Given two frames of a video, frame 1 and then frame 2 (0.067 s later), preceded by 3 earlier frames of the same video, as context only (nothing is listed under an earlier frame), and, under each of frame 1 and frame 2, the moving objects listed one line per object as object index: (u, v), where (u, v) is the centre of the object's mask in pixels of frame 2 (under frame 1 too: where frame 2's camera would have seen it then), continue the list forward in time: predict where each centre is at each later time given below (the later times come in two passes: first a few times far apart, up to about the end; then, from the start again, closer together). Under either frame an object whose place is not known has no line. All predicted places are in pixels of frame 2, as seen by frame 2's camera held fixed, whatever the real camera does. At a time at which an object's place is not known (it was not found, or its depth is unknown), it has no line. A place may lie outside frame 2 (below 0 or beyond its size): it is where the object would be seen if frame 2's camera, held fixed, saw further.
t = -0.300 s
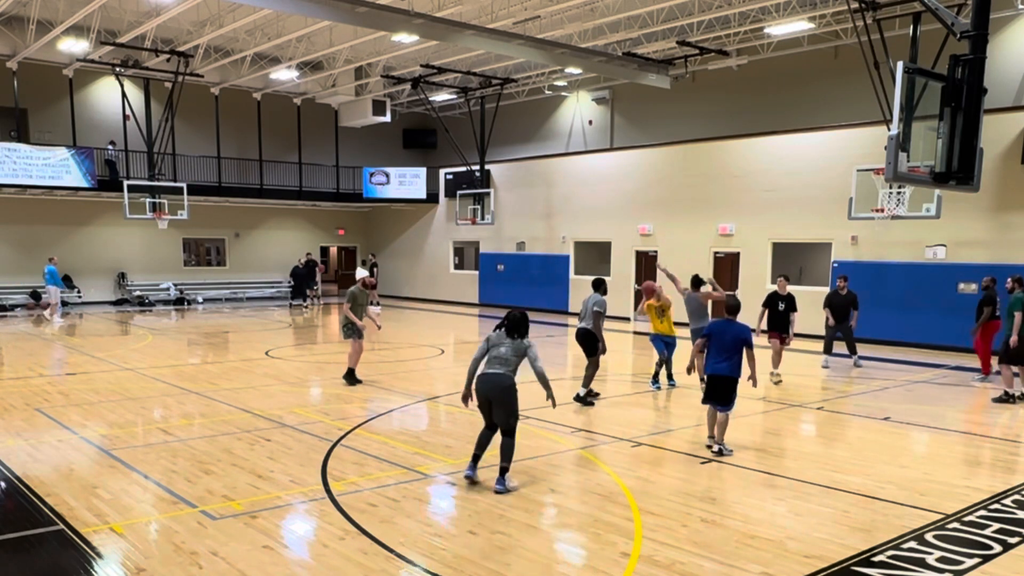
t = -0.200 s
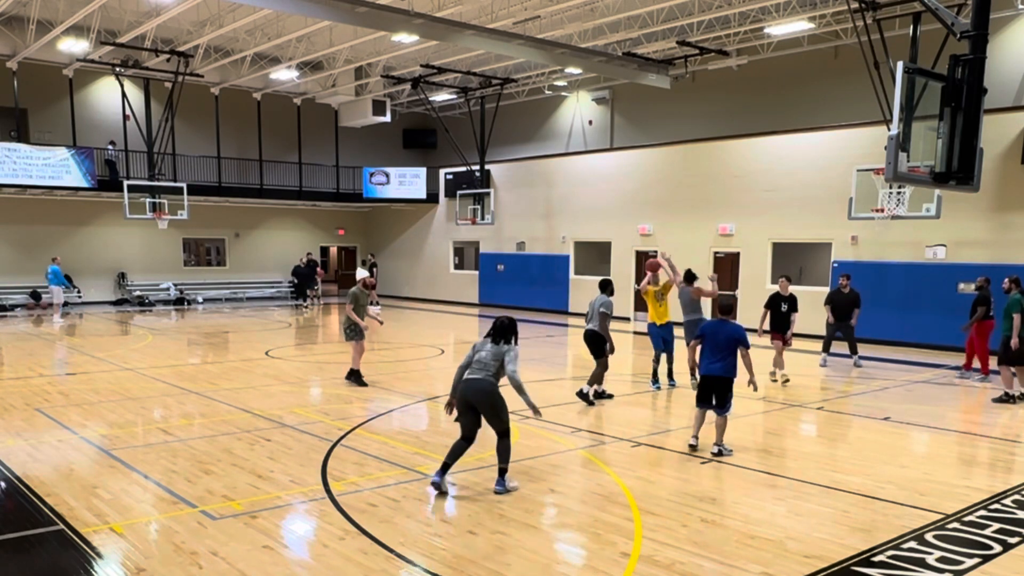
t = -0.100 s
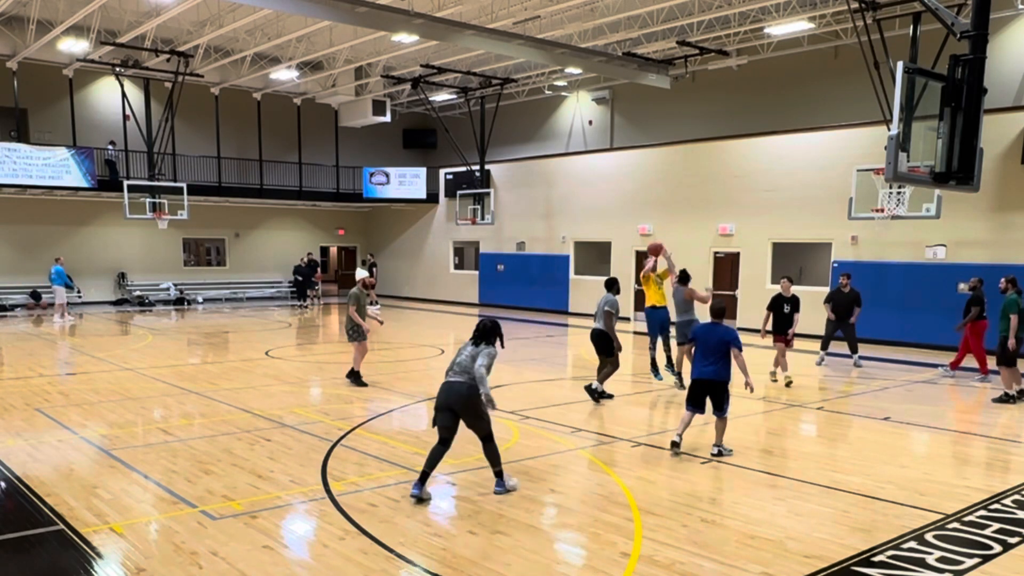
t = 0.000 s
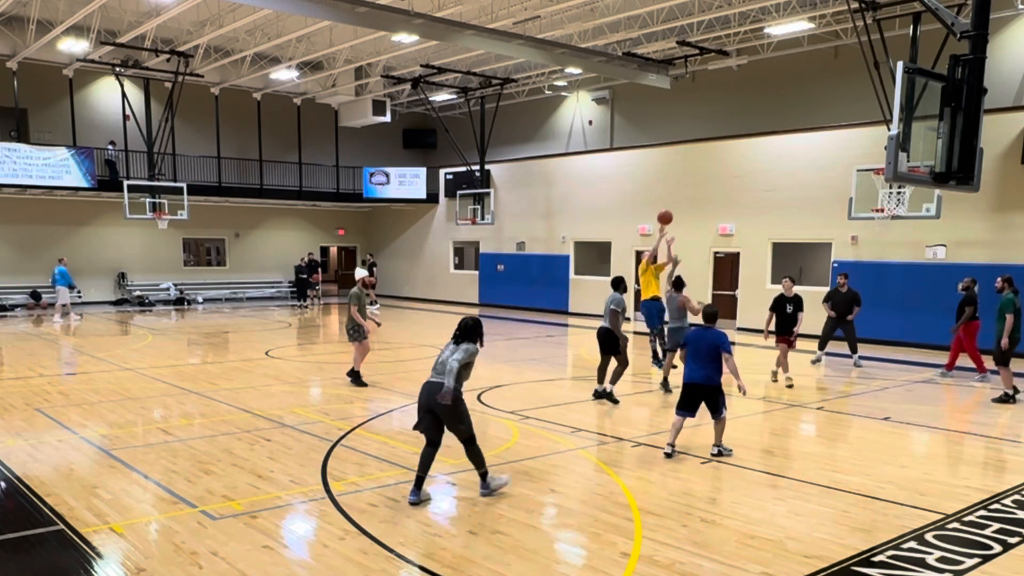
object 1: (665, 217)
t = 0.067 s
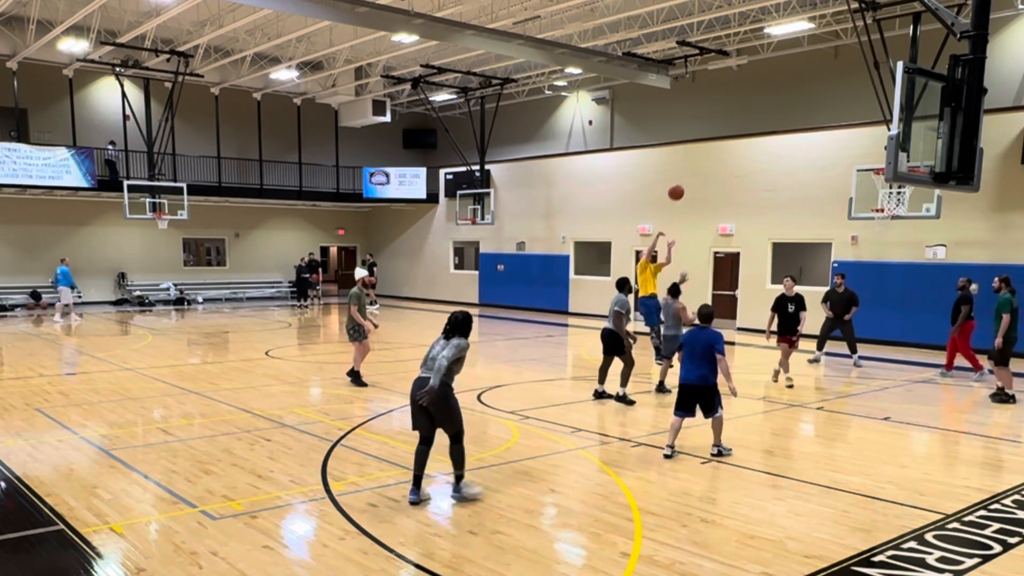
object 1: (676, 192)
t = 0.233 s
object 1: (706, 138)
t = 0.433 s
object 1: (743, 91)
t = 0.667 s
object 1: (791, 70)
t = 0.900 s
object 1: (844, 92)
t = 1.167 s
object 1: (908, 190)
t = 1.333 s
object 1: (917, 205)
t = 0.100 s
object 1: (682, 180)
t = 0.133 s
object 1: (687, 169)
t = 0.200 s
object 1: (699, 148)
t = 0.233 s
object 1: (706, 138)
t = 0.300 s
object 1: (718, 120)
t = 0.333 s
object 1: (724, 112)
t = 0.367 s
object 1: (730, 104)
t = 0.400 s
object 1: (737, 97)
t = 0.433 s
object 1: (743, 91)
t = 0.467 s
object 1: (750, 86)
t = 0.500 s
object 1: (756, 81)
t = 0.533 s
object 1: (763, 77)
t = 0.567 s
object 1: (770, 75)
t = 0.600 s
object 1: (777, 72)
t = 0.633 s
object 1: (784, 71)
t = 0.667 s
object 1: (791, 70)
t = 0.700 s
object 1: (798, 70)
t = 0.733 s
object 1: (806, 71)
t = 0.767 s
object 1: (813, 74)
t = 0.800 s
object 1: (820, 77)
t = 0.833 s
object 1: (829, 81)
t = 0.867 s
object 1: (836, 86)
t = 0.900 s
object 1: (844, 92)
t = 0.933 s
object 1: (852, 100)
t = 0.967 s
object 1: (860, 109)
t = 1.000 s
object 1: (867, 118)
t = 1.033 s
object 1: (875, 130)
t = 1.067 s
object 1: (880, 142)
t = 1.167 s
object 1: (908, 190)
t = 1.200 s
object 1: (914, 195)
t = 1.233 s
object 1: (916, 196)
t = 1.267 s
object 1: (916, 199)
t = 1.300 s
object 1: (916, 201)
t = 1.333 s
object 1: (917, 205)
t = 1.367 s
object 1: (917, 211)
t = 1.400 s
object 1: (917, 217)
